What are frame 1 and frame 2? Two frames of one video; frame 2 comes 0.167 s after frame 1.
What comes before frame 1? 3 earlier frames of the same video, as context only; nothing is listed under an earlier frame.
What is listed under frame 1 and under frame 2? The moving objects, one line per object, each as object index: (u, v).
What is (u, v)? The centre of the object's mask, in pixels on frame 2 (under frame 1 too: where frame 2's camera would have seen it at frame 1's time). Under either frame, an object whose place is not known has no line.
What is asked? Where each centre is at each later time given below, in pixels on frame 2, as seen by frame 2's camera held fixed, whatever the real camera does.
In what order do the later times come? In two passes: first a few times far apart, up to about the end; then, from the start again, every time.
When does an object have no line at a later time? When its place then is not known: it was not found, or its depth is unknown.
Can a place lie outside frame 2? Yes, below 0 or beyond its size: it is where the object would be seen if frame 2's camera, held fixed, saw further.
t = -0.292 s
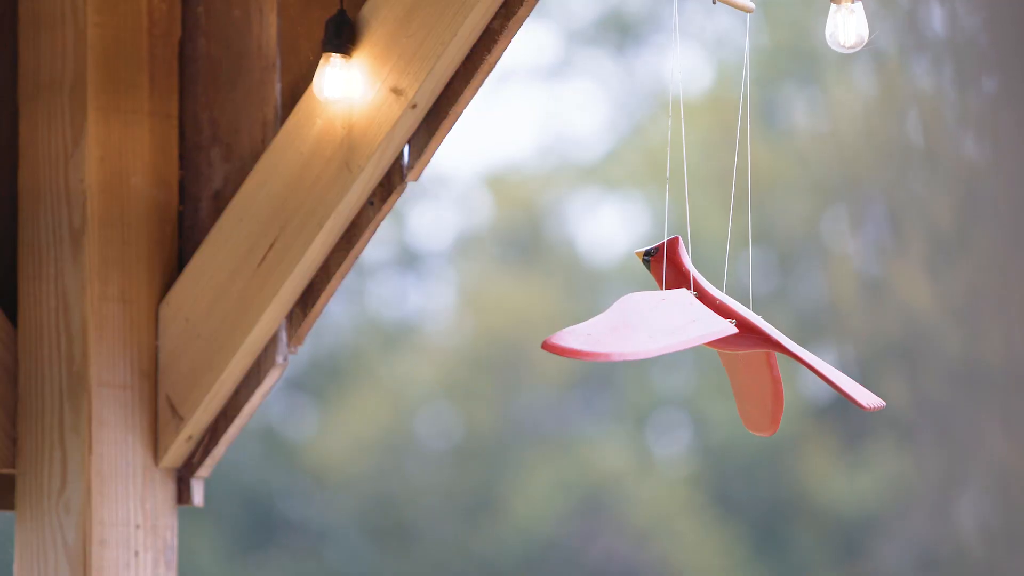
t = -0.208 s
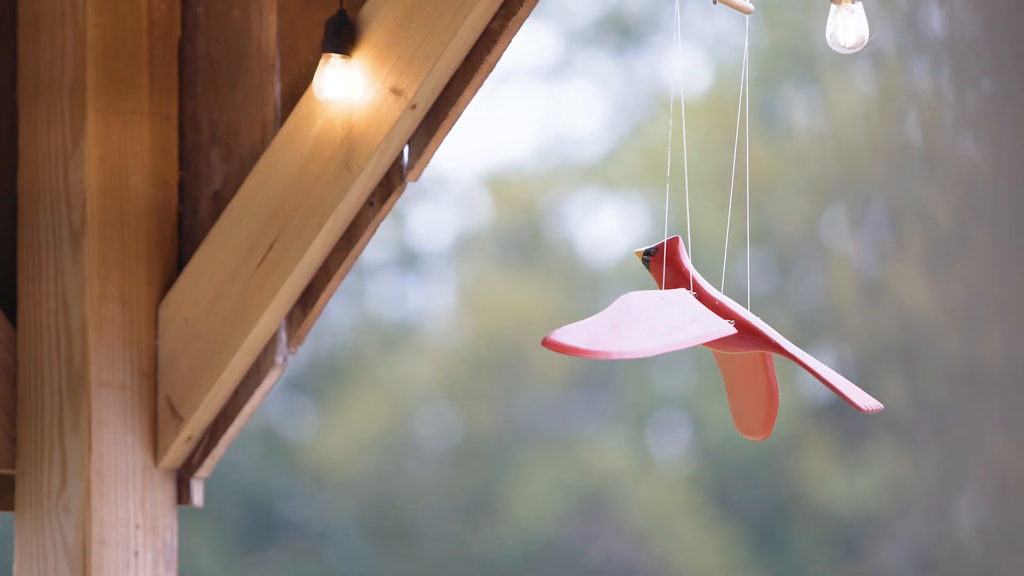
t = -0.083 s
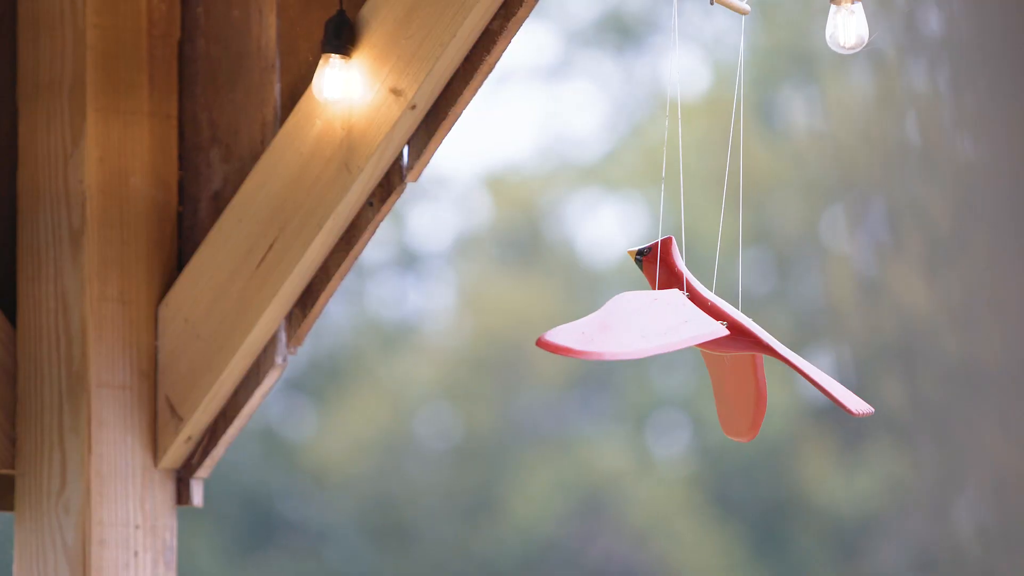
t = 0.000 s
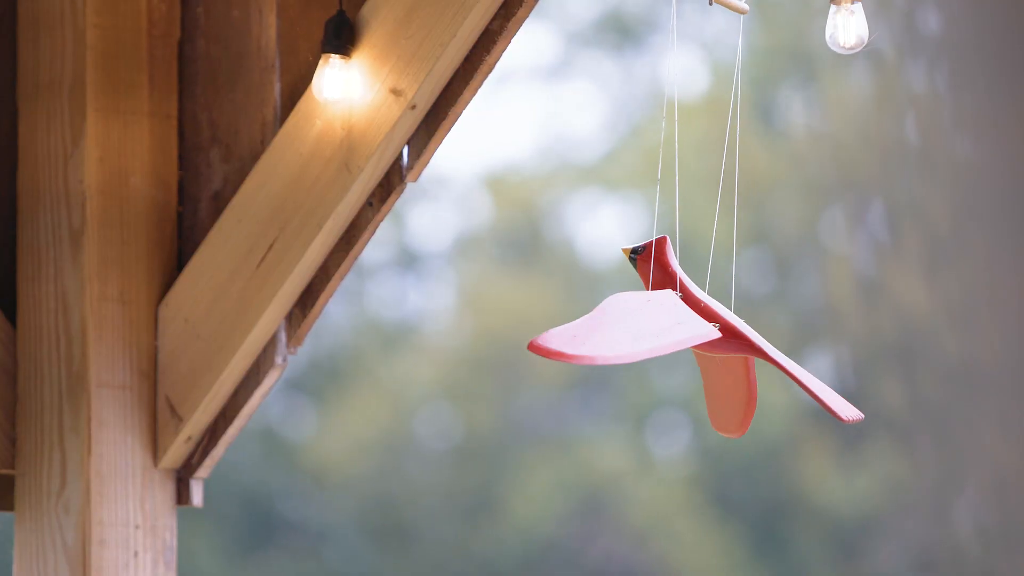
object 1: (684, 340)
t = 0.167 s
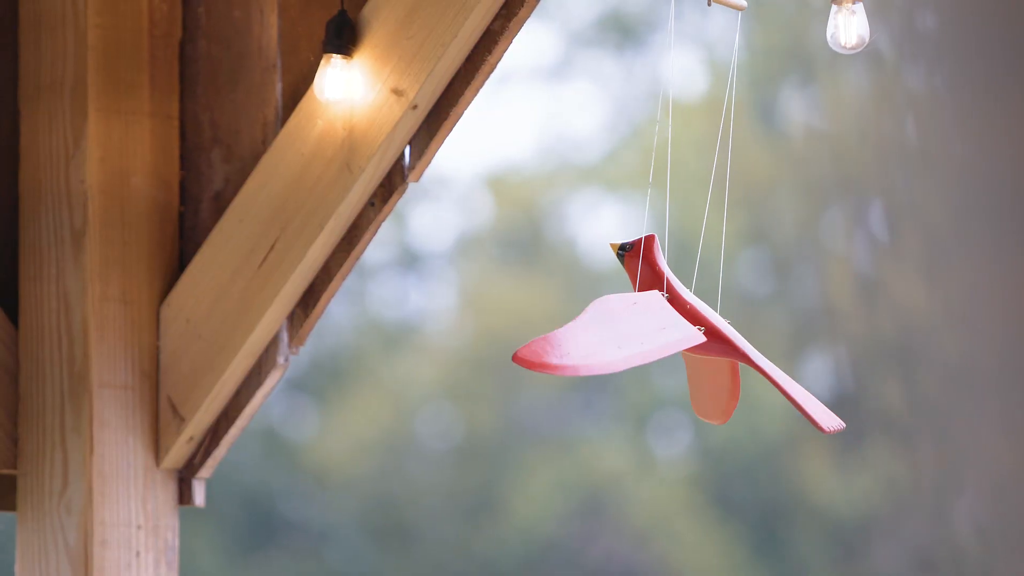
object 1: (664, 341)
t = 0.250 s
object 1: (654, 340)
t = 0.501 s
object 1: (635, 342)
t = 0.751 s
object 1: (648, 343)
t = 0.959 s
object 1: (677, 340)
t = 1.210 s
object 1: (701, 340)
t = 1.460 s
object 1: (707, 339)
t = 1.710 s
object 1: (690, 339)
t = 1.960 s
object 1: (663, 340)
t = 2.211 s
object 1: (644, 342)
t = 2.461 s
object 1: (640, 345)
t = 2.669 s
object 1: (643, 347)
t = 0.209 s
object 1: (659, 340)
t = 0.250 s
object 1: (654, 340)
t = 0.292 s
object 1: (649, 340)
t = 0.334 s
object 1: (645, 340)
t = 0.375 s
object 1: (641, 341)
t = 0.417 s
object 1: (639, 341)
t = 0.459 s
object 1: (636, 341)
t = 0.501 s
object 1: (635, 342)
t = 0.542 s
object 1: (635, 342)
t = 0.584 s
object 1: (635, 342)
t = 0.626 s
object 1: (637, 343)
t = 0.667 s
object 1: (640, 343)
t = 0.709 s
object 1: (643, 343)
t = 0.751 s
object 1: (648, 343)
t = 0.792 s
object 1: (653, 342)
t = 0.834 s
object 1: (659, 342)
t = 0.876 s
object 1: (665, 341)
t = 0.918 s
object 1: (671, 341)
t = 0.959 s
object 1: (677, 340)
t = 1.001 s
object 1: (681, 340)
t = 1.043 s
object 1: (685, 339)
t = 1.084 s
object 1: (689, 340)
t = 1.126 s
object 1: (694, 340)
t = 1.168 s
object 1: (697, 340)
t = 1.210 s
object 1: (701, 340)
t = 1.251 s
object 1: (703, 339)
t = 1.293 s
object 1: (705, 339)
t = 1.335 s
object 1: (706, 339)
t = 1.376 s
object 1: (707, 339)
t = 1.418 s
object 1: (707, 339)
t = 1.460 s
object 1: (707, 339)
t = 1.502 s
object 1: (706, 338)
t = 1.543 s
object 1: (703, 338)
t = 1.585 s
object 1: (701, 339)
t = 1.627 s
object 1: (697, 338)
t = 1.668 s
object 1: (694, 339)
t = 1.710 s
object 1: (690, 339)
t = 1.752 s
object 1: (686, 340)
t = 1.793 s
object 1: (682, 340)
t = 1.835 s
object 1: (677, 340)
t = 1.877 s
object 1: (672, 340)
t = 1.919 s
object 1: (668, 340)
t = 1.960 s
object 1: (663, 340)
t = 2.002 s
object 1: (659, 341)
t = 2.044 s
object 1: (655, 341)
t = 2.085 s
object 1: (652, 341)
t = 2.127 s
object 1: (649, 341)
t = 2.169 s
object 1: (647, 342)
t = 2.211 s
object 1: (644, 342)
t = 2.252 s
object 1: (642, 342)
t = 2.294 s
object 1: (641, 343)
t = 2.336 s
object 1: (640, 343)
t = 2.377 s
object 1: (640, 344)
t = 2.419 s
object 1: (640, 345)
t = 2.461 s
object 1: (640, 345)
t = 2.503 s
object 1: (640, 345)
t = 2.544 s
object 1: (641, 346)
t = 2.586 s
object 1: (642, 346)
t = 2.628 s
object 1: (642, 346)
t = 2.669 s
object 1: (643, 347)
